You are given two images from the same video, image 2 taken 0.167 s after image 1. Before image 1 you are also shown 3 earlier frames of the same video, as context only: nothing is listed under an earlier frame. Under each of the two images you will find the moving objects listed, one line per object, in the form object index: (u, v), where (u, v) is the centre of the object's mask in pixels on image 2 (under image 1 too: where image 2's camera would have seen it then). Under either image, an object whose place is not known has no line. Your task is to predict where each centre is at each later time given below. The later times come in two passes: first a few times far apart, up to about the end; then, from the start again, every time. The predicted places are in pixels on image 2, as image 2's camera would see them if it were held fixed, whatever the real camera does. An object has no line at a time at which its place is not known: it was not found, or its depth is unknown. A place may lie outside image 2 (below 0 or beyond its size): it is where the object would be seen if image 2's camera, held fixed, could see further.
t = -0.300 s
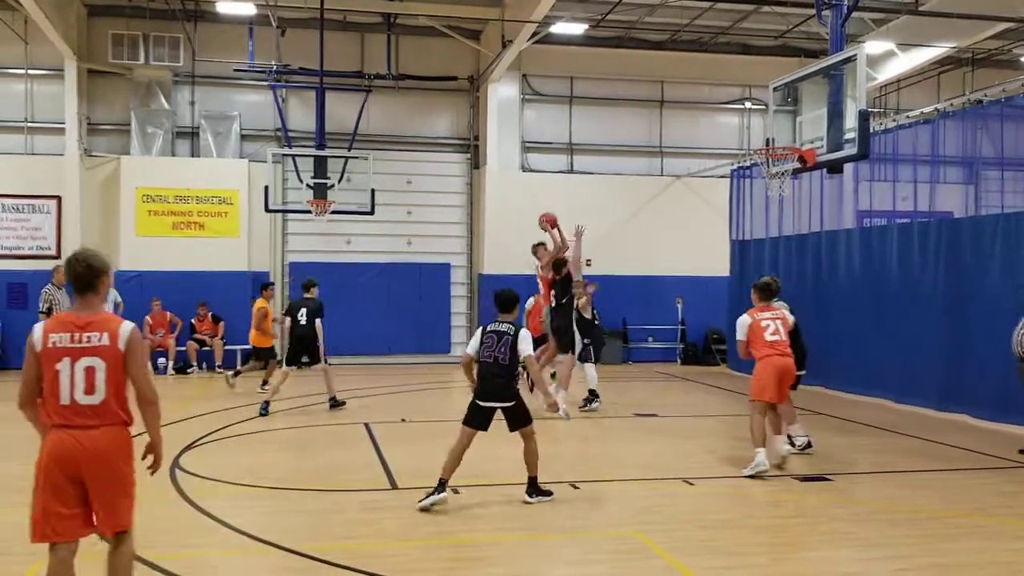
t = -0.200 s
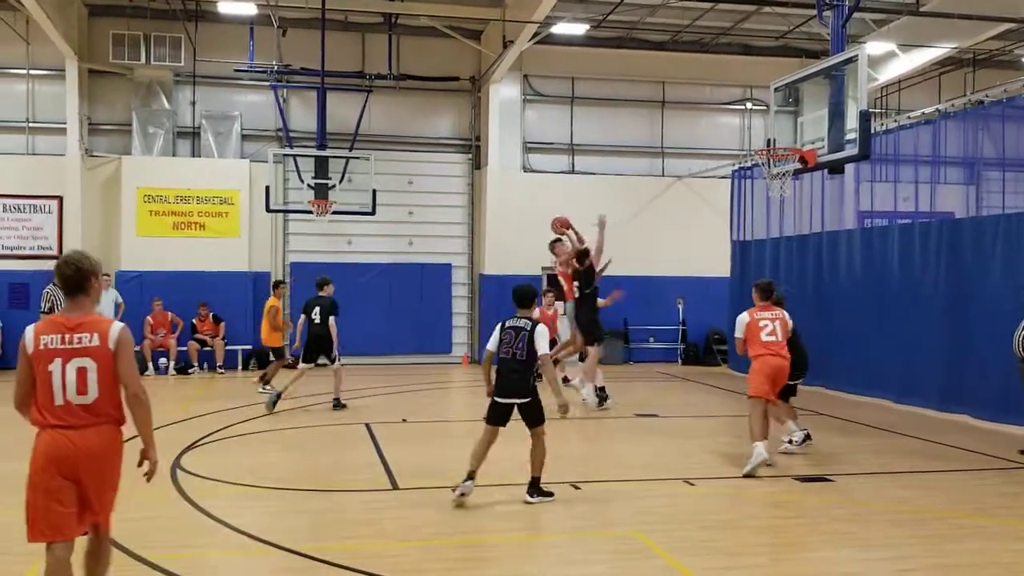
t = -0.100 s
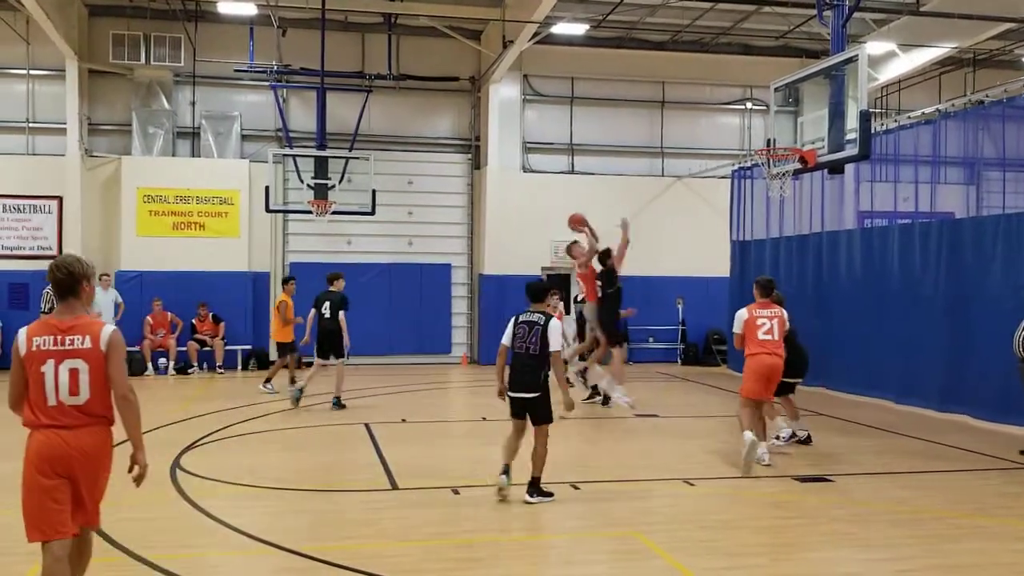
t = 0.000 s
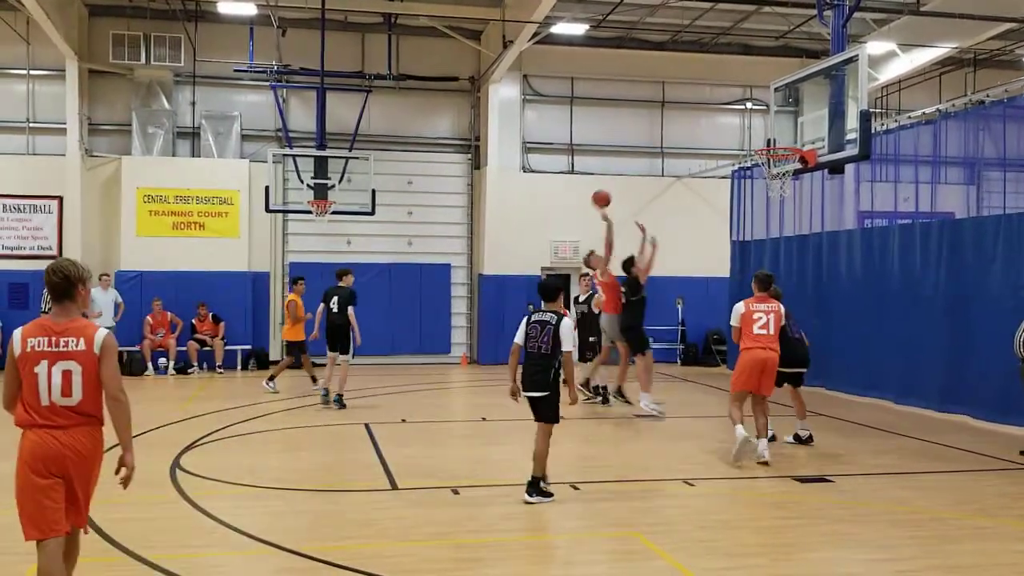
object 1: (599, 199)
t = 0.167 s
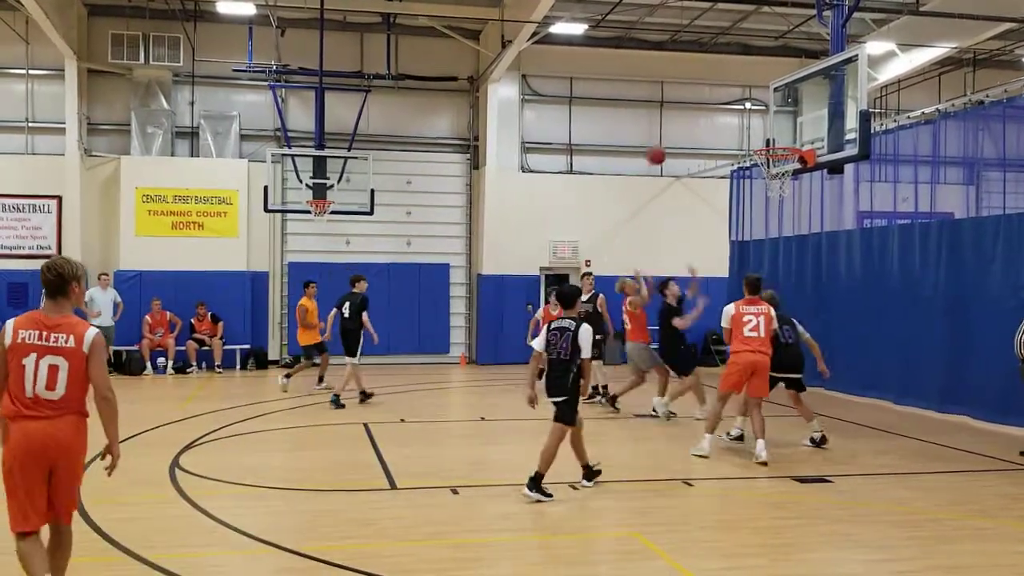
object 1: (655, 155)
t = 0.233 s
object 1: (679, 143)
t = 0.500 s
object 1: (778, 130)
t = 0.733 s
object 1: (769, 167)
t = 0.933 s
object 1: (764, 211)
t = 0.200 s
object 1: (668, 149)
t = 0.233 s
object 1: (679, 143)
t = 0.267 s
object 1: (690, 139)
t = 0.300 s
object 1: (703, 135)
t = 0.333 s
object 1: (715, 132)
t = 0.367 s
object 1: (727, 129)
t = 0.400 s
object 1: (740, 128)
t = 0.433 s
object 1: (753, 128)
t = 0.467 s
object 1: (766, 129)
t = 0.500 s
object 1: (778, 130)
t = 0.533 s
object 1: (790, 134)
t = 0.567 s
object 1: (787, 136)
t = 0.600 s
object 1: (782, 140)
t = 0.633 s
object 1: (778, 145)
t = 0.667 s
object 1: (776, 149)
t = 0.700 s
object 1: (769, 160)
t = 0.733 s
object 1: (769, 167)
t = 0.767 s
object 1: (766, 172)
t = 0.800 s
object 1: (765, 179)
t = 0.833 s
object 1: (764, 188)
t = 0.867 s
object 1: (764, 193)
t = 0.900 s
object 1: (764, 201)
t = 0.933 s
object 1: (764, 211)
